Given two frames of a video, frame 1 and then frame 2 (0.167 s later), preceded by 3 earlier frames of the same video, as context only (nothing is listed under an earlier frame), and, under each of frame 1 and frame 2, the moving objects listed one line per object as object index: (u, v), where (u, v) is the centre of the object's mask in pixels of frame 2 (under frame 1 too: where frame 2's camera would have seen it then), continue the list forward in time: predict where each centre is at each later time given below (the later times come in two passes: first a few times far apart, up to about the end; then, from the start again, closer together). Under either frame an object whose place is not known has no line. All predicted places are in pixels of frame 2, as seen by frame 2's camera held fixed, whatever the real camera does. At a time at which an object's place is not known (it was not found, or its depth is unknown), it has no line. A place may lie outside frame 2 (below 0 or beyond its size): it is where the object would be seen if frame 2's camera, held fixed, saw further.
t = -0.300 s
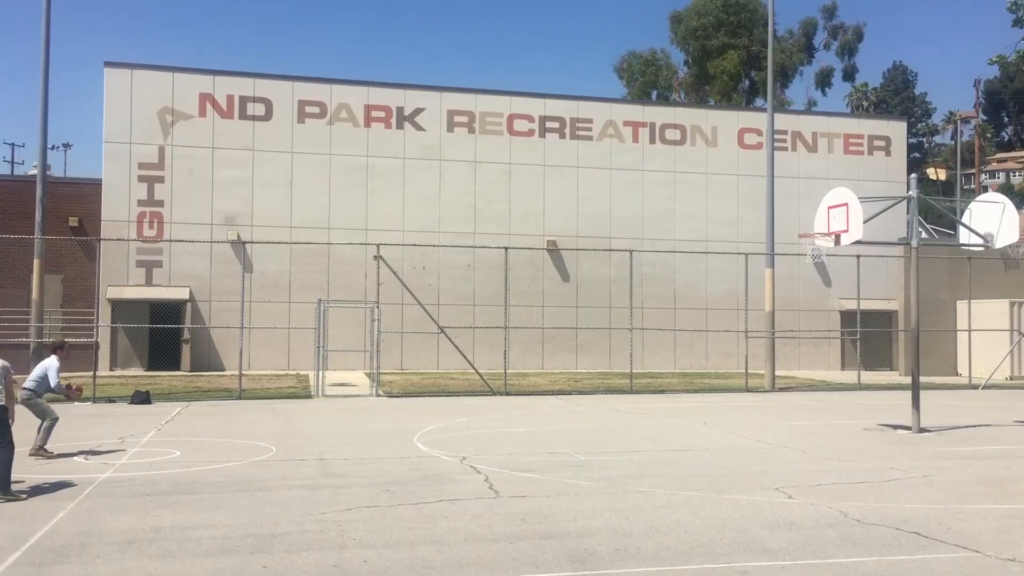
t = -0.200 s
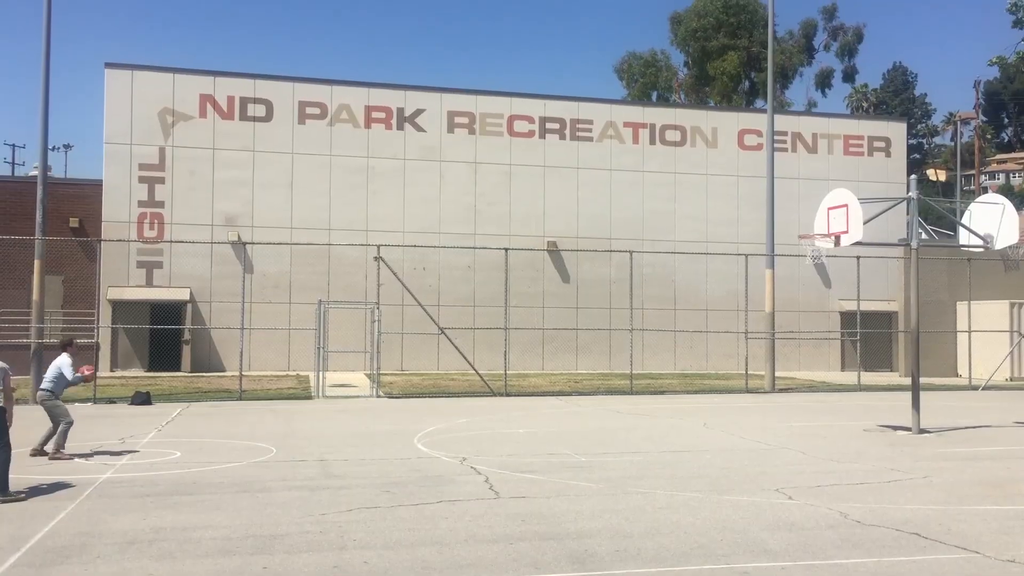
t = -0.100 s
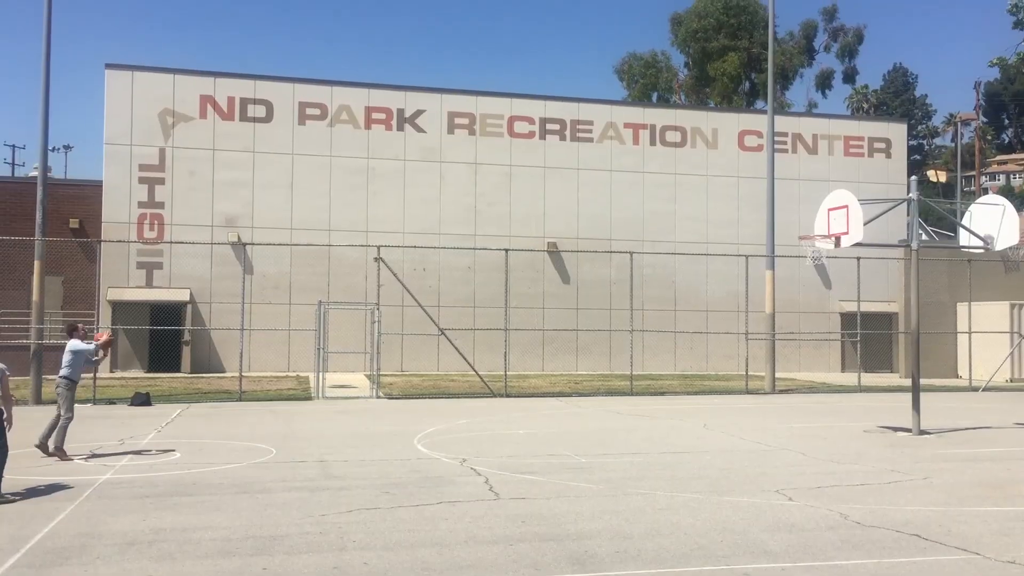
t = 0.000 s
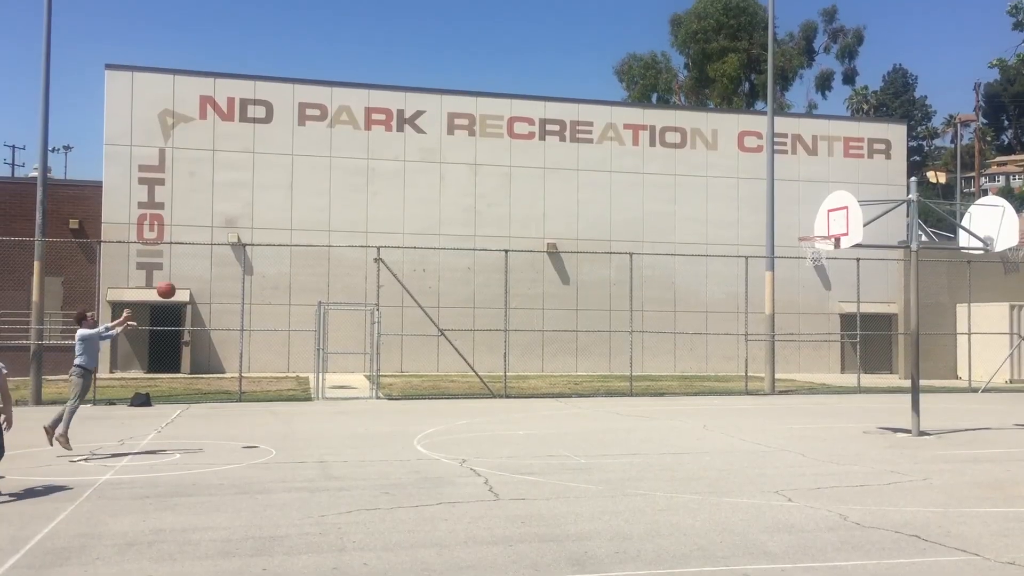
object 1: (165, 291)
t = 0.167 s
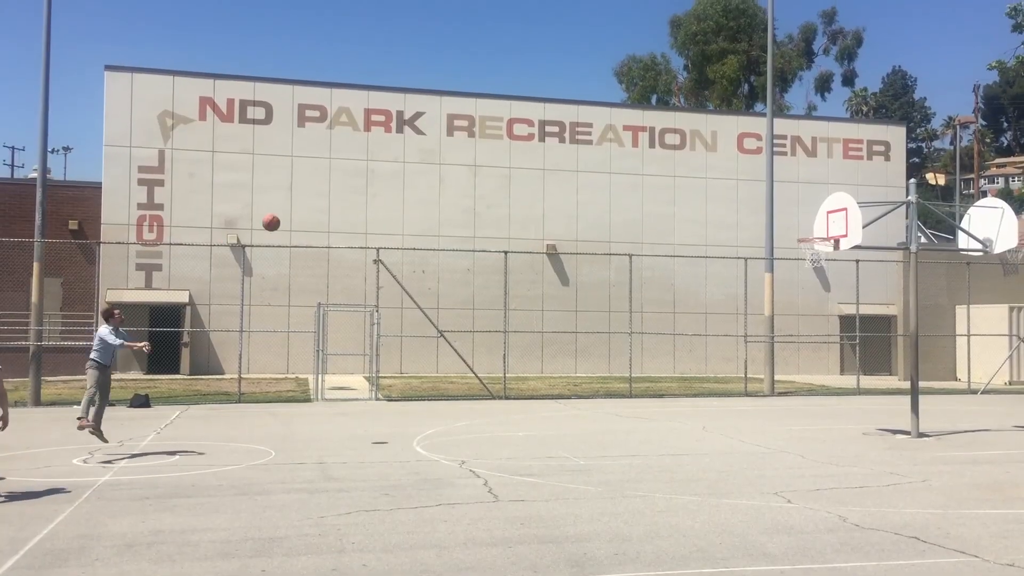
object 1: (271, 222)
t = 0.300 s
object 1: (351, 184)
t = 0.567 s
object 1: (502, 147)
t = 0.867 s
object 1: (659, 162)
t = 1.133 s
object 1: (792, 222)
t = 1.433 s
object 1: (792, 339)
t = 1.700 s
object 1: (753, 395)
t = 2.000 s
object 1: (687, 307)
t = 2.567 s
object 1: (570, 298)
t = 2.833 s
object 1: (519, 365)
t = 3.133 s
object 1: (466, 388)
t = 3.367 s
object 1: (429, 341)
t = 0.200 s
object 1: (291, 211)
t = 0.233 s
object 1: (311, 201)
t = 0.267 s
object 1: (331, 192)
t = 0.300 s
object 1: (351, 184)
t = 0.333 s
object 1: (370, 177)
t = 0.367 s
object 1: (390, 170)
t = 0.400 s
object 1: (409, 164)
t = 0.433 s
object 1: (428, 159)
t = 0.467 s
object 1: (446, 155)
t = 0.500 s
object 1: (465, 151)
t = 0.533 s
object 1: (483, 148)
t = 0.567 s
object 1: (502, 147)
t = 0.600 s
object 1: (519, 145)
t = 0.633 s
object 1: (537, 145)
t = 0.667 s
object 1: (555, 145)
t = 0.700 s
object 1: (573, 146)
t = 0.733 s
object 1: (590, 148)
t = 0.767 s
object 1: (608, 150)
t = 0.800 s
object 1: (625, 153)
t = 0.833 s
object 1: (642, 157)
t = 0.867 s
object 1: (659, 162)
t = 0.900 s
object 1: (676, 167)
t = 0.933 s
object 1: (693, 173)
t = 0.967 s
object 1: (710, 179)
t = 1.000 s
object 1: (726, 186)
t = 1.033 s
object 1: (743, 195)
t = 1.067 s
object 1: (760, 203)
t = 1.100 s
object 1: (776, 213)
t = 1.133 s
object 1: (792, 222)
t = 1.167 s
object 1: (808, 232)
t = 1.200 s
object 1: (823, 244)
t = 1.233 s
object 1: (820, 257)
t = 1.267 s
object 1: (815, 269)
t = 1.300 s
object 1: (810, 282)
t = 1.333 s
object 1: (806, 295)
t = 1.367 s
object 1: (801, 309)
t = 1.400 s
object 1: (797, 324)
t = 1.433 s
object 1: (792, 339)
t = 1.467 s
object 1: (789, 355)
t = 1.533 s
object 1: (781, 389)
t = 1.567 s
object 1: (777, 407)
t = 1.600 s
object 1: (774, 426)
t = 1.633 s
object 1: (768, 422)
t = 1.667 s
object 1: (760, 408)
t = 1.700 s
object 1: (753, 395)
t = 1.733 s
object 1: (745, 383)
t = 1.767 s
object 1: (738, 370)
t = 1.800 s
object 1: (731, 359)
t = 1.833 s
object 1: (723, 348)
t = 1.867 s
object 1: (716, 337)
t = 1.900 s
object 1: (709, 330)
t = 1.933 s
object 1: (702, 321)
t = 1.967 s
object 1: (695, 313)
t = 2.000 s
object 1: (687, 307)
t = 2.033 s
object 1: (680, 301)
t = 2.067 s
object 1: (672, 295)
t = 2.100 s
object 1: (665, 291)
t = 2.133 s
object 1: (658, 286)
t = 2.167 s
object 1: (652, 283)
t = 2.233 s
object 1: (638, 278)
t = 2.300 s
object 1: (624, 277)
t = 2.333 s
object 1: (617, 278)
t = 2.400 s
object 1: (603, 280)
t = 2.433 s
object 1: (596, 283)
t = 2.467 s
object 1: (589, 285)
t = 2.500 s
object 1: (583, 289)
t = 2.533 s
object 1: (577, 293)
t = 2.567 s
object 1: (570, 298)
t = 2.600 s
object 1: (564, 304)
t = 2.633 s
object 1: (558, 310)
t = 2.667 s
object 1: (551, 318)
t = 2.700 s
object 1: (545, 326)
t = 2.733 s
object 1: (538, 334)
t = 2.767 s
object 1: (532, 344)
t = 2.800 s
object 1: (526, 354)
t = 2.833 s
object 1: (519, 365)
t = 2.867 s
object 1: (513, 376)
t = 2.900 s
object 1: (507, 388)
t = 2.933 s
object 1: (502, 400)
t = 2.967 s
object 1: (497, 414)
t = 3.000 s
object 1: (491, 429)
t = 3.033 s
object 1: (486, 419)
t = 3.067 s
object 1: (479, 408)
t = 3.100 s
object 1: (473, 398)
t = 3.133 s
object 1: (466, 388)
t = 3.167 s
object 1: (461, 380)
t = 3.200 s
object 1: (456, 371)
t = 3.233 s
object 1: (449, 364)
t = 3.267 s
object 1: (445, 357)
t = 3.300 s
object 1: (439, 351)
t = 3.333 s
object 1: (434, 346)
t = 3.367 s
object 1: (429, 341)
